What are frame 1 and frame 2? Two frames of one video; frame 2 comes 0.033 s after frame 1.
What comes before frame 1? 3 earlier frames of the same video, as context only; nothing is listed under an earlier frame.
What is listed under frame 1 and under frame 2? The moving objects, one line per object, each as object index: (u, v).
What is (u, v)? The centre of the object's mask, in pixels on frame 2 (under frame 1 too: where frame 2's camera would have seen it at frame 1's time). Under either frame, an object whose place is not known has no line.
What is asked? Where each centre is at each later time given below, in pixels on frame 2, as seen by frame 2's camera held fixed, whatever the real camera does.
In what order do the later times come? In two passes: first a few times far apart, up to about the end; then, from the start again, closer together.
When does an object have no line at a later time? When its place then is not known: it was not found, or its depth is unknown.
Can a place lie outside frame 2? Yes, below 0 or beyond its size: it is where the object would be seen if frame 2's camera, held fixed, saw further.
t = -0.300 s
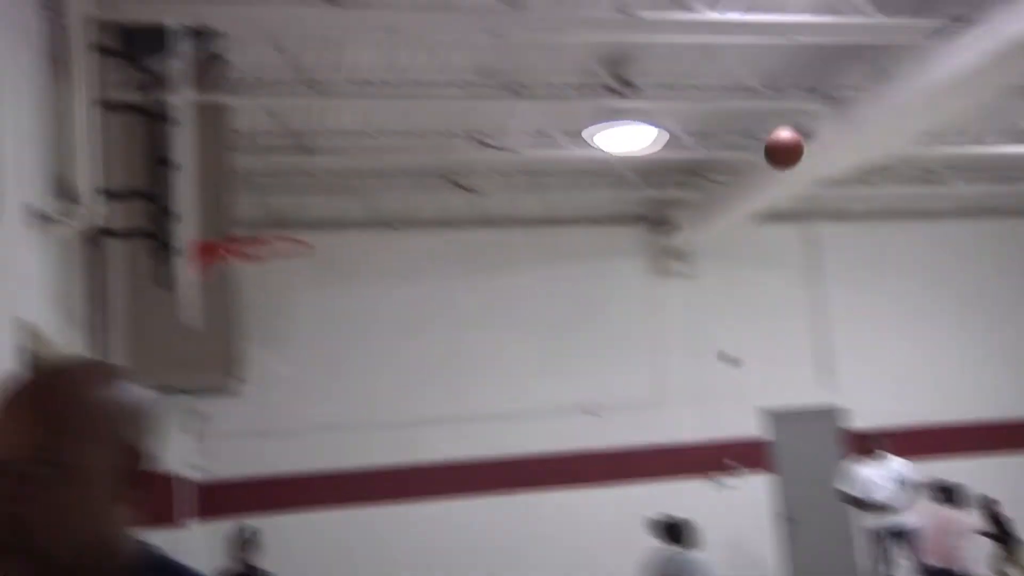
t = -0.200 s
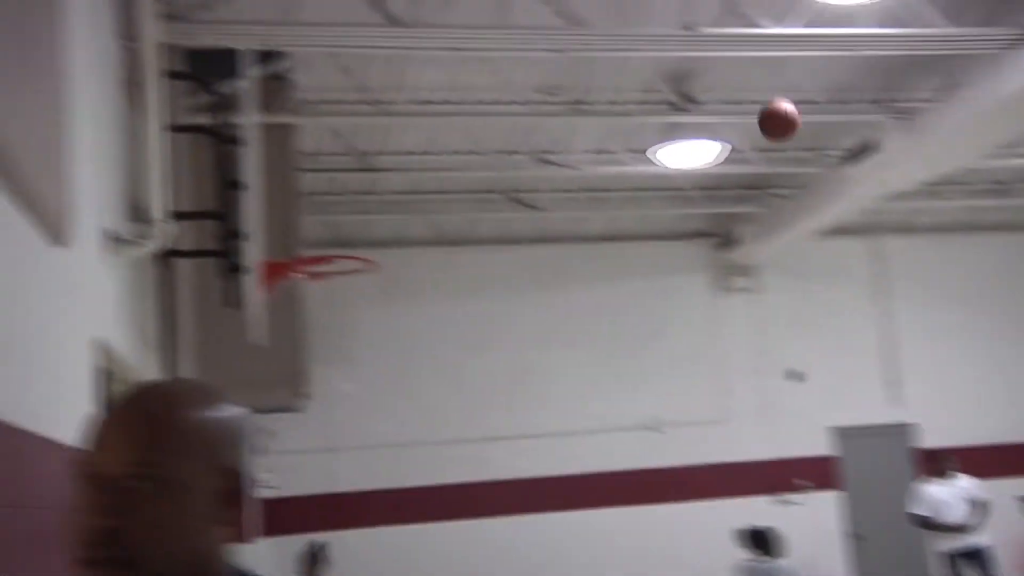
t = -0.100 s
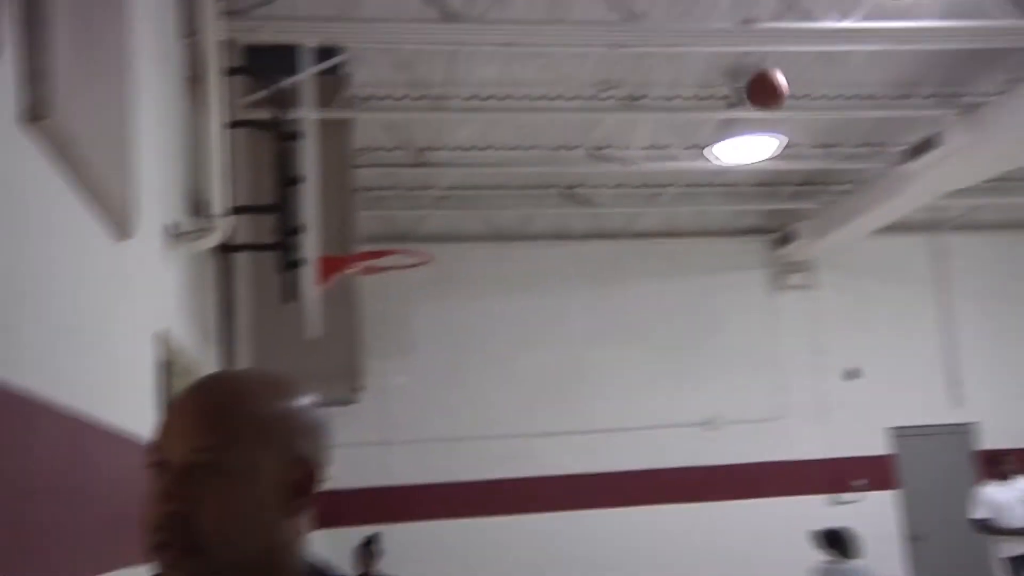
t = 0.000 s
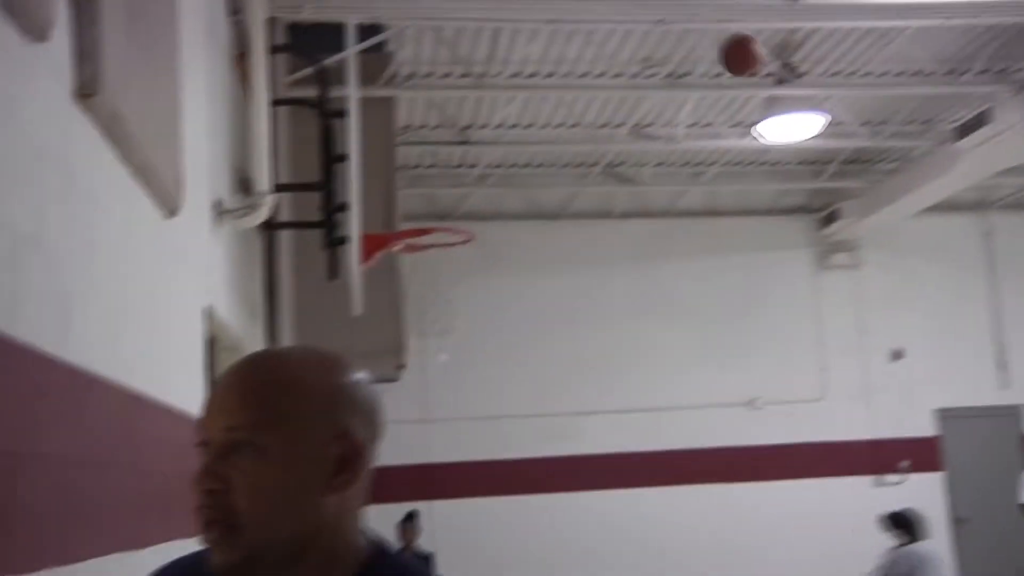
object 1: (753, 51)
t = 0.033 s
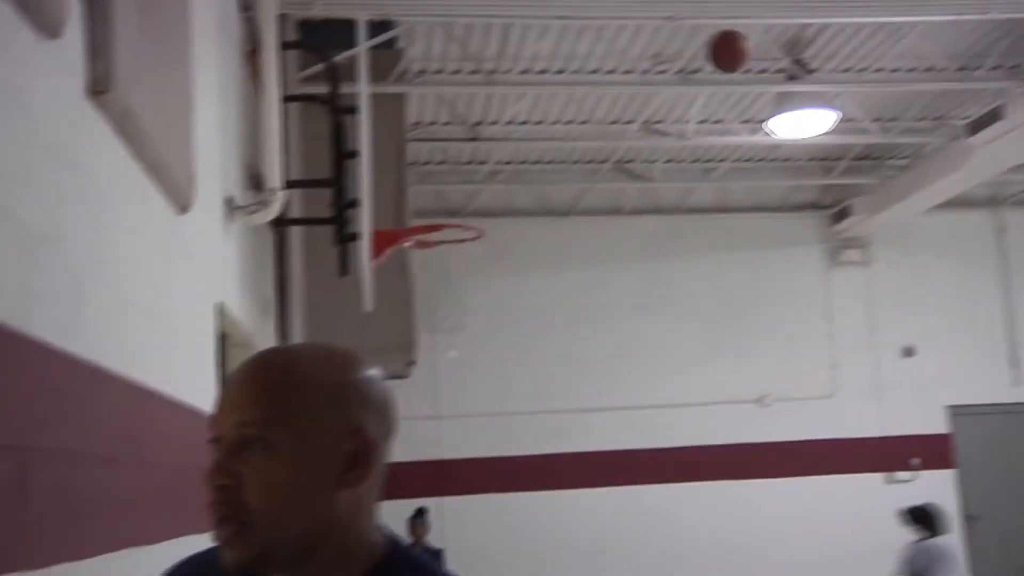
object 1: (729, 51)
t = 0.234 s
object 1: (588, 88)
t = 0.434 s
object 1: (451, 193)
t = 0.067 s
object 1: (706, 52)
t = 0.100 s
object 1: (682, 56)
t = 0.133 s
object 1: (657, 61)
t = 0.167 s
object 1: (636, 68)
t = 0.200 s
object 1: (612, 77)
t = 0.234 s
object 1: (588, 88)
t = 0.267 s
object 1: (566, 100)
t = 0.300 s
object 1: (544, 114)
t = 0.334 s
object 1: (520, 131)
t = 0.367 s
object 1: (497, 150)
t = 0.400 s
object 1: (472, 171)
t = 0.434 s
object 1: (451, 193)
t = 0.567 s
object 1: (457, 205)
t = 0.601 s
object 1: (461, 190)
